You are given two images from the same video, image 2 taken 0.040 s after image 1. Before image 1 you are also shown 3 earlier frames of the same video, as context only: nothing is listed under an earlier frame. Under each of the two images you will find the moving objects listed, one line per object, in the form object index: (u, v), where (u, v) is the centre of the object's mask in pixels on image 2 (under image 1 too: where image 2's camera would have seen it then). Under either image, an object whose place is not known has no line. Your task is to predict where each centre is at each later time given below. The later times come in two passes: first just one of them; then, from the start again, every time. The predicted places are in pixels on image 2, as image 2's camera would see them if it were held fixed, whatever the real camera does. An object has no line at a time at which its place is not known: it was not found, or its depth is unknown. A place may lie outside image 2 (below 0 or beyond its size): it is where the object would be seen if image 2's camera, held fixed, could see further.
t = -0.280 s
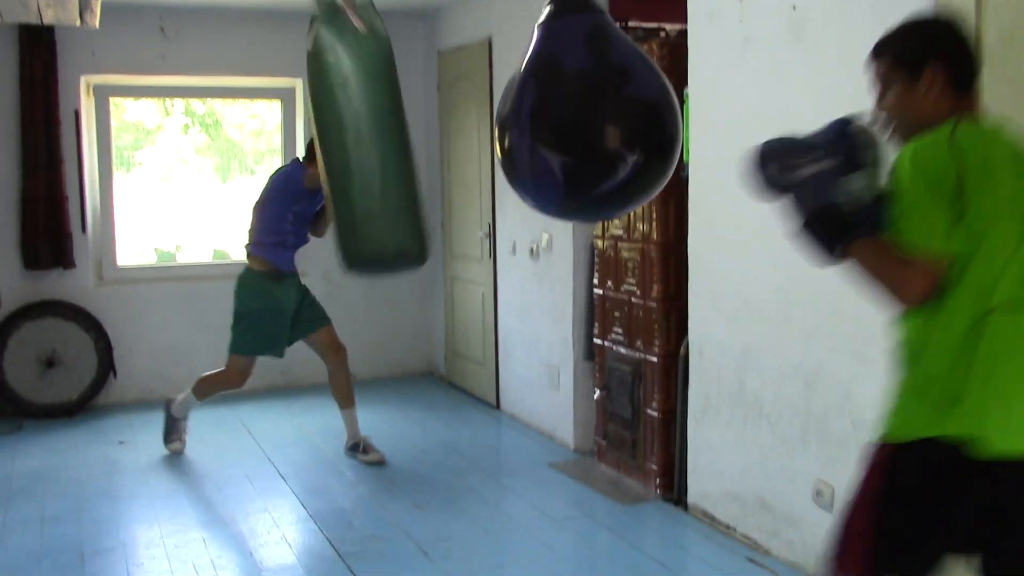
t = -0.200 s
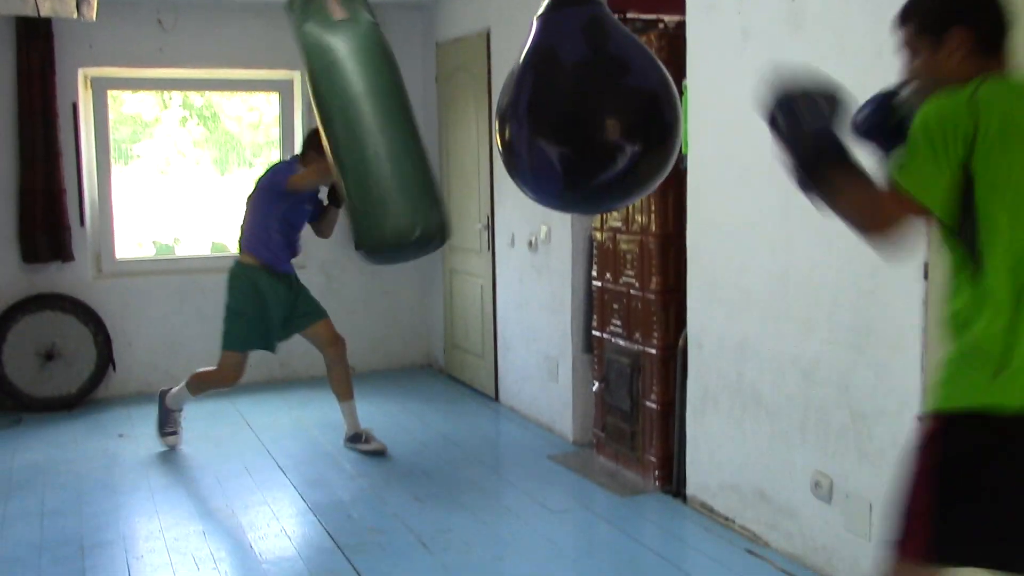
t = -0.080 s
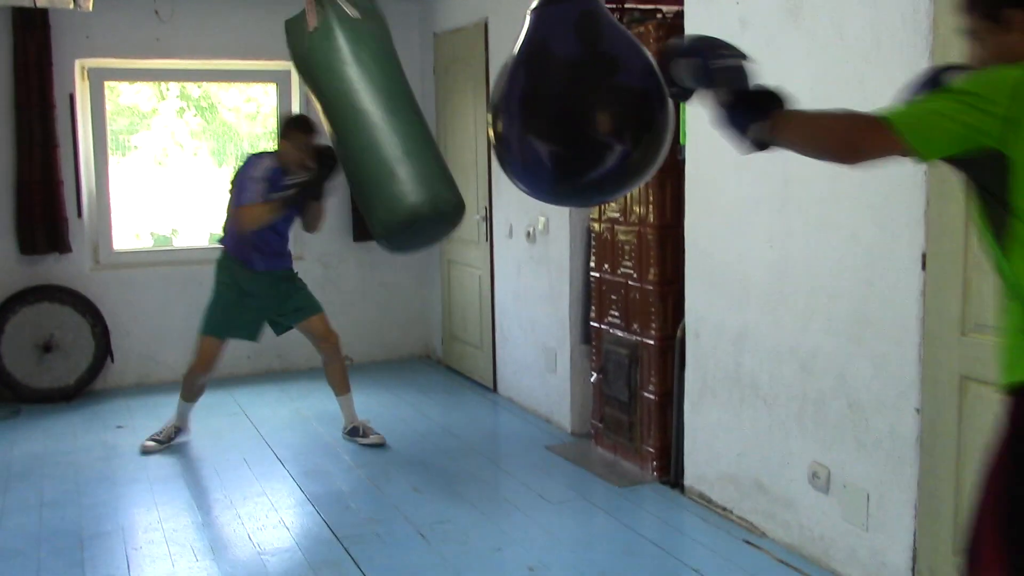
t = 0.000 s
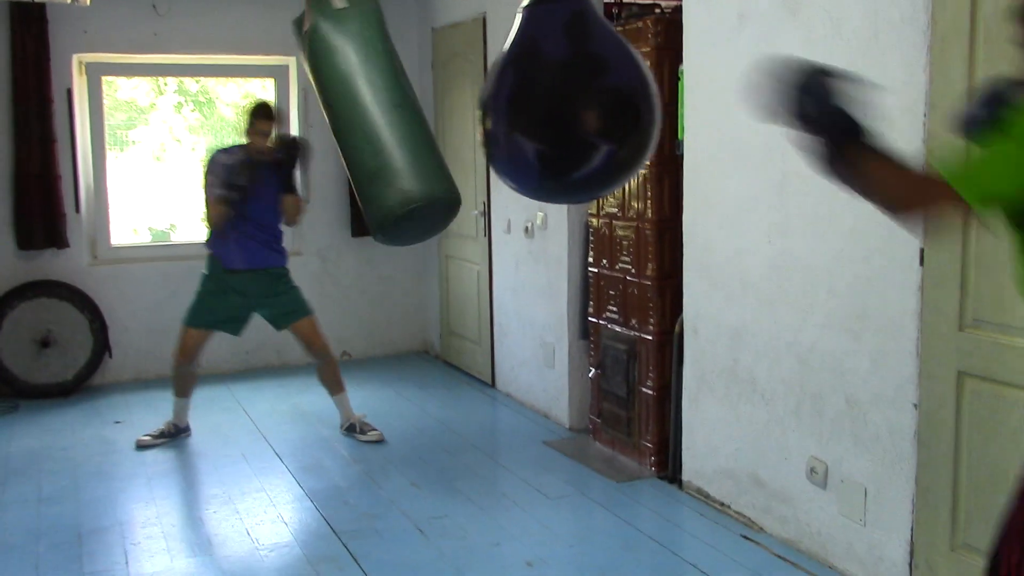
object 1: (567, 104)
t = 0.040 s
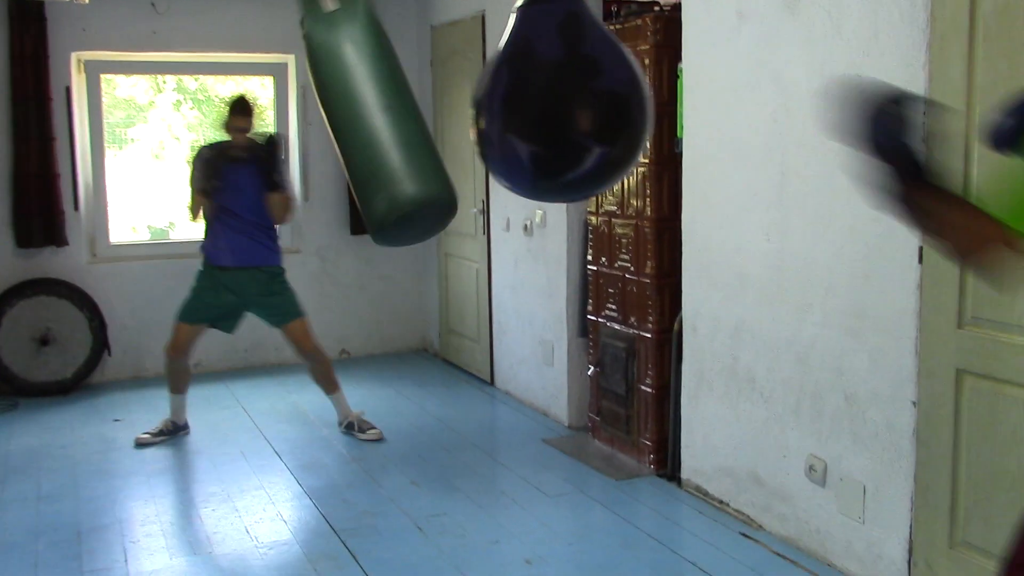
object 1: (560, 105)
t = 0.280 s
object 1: (518, 109)
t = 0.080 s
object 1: (554, 107)
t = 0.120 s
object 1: (548, 108)
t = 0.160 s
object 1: (540, 109)
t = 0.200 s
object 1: (532, 110)
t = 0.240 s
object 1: (525, 110)
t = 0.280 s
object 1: (518, 109)
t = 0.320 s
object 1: (511, 108)
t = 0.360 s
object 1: (505, 108)
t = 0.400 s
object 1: (500, 108)
